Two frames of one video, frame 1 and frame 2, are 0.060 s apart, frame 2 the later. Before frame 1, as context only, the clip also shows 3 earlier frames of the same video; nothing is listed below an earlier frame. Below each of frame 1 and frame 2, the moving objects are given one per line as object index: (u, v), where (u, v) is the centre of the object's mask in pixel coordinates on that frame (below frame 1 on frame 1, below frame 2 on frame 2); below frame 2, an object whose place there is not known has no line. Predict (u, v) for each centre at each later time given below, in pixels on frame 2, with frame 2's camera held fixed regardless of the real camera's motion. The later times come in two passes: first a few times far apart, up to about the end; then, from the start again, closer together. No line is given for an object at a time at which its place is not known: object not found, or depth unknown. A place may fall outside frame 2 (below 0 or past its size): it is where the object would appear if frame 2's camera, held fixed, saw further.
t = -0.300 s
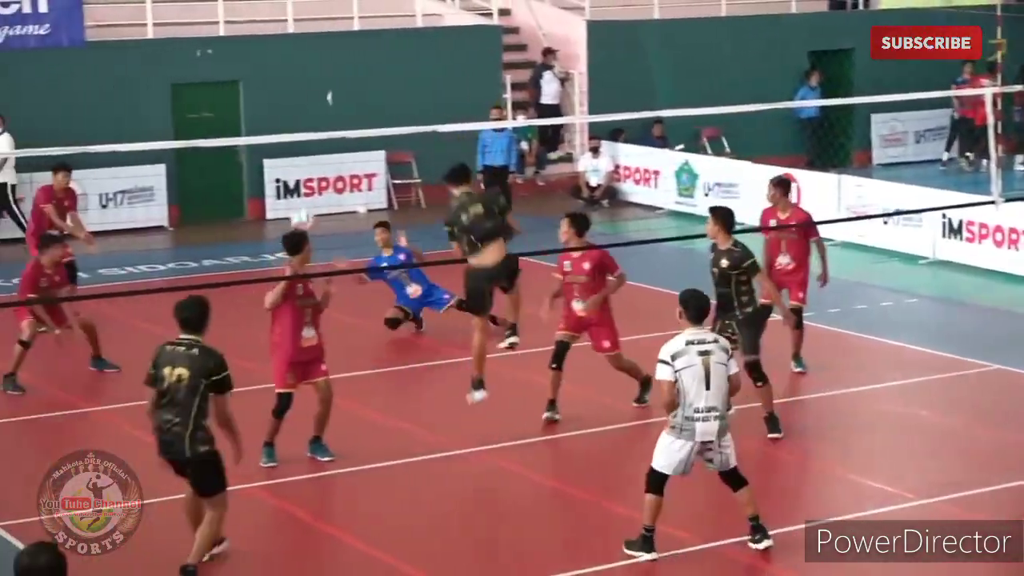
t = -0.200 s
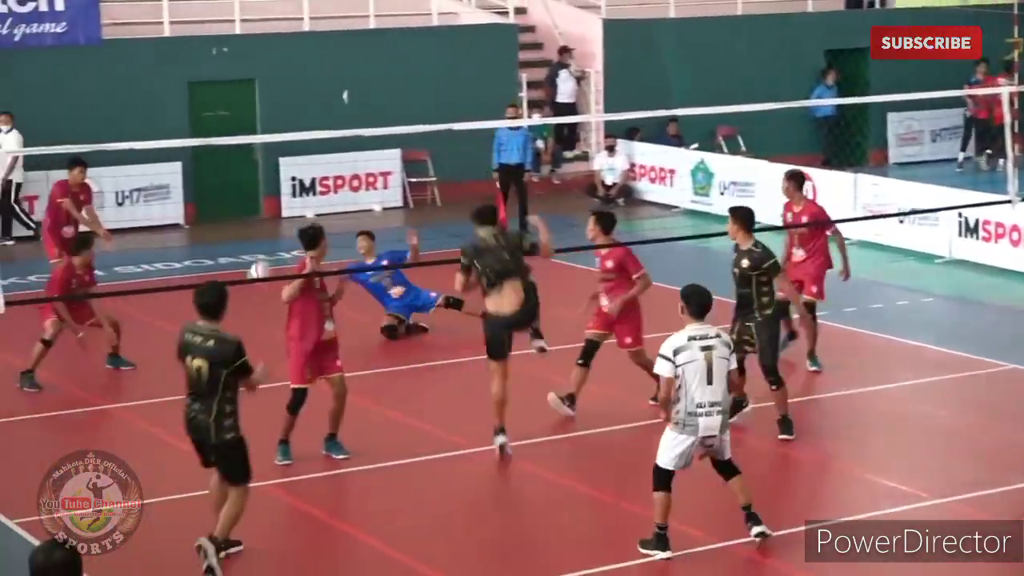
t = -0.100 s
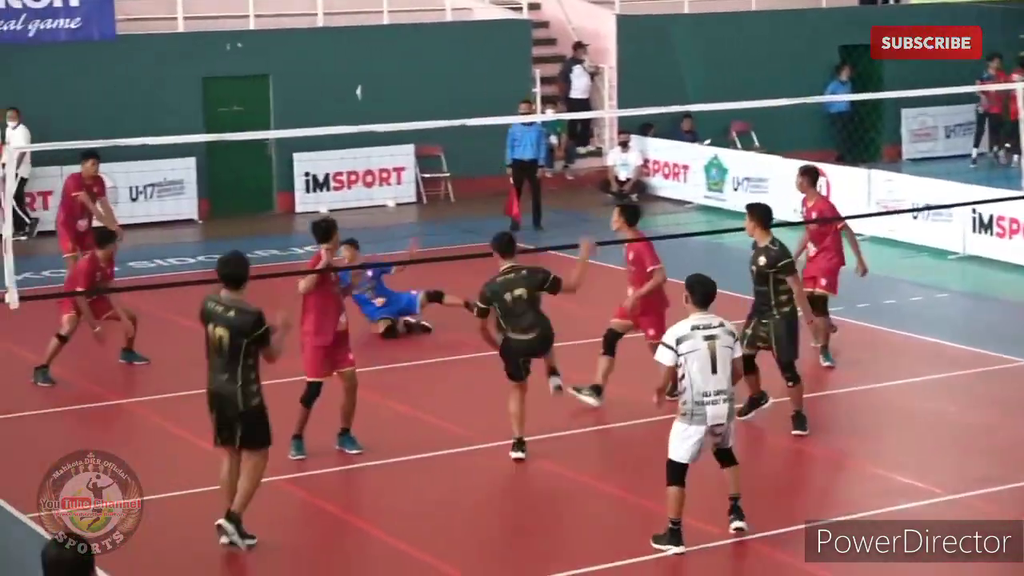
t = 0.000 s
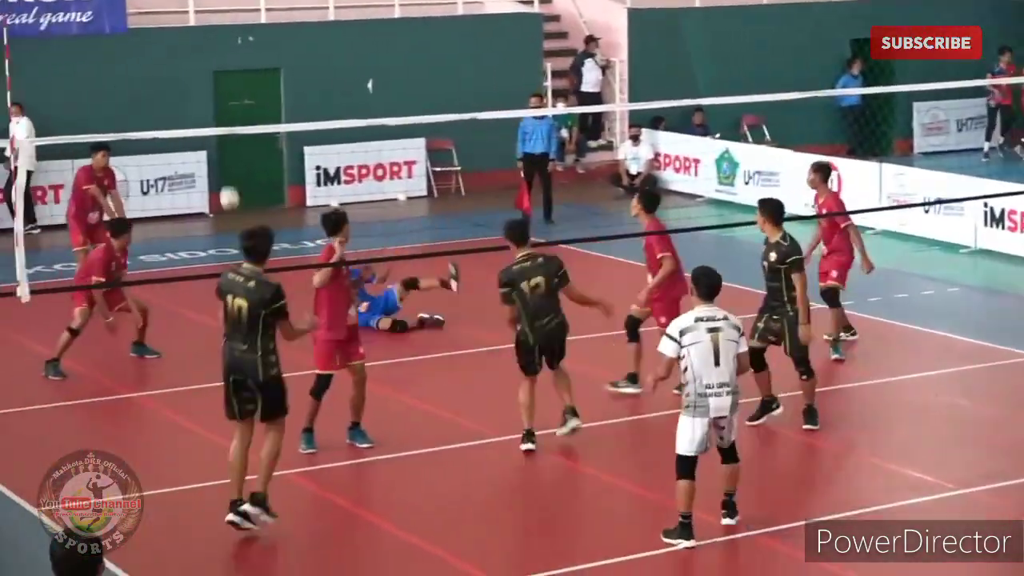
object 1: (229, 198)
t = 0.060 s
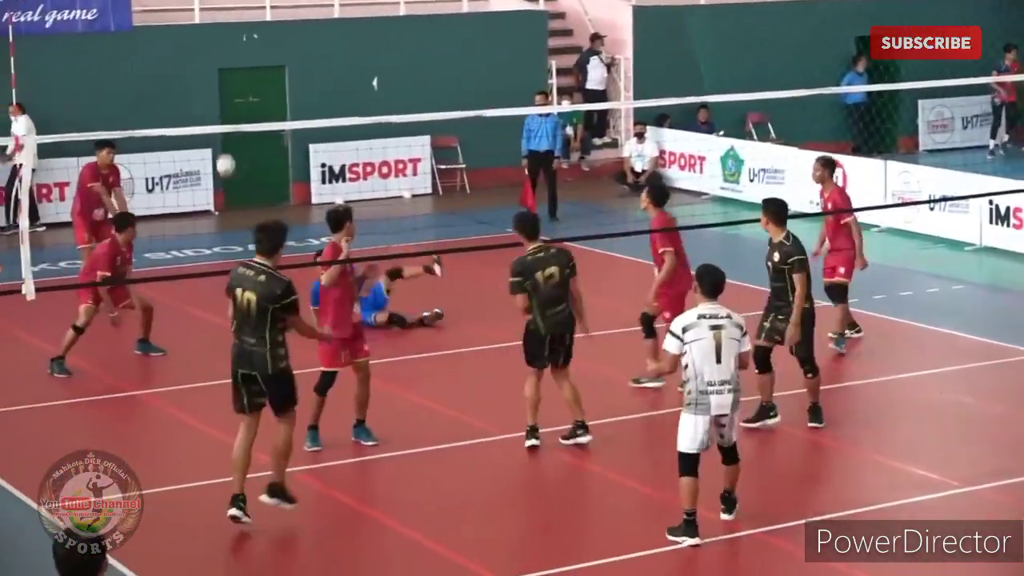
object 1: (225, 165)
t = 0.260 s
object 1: (199, 97)
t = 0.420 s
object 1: (182, 76)
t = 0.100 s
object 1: (220, 147)
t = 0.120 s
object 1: (217, 140)
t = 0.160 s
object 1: (211, 121)
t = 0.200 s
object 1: (206, 112)
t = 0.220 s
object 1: (204, 106)
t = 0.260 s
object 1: (199, 97)
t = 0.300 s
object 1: (195, 89)
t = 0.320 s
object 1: (192, 86)
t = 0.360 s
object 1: (188, 81)
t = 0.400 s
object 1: (184, 77)
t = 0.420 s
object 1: (182, 76)
